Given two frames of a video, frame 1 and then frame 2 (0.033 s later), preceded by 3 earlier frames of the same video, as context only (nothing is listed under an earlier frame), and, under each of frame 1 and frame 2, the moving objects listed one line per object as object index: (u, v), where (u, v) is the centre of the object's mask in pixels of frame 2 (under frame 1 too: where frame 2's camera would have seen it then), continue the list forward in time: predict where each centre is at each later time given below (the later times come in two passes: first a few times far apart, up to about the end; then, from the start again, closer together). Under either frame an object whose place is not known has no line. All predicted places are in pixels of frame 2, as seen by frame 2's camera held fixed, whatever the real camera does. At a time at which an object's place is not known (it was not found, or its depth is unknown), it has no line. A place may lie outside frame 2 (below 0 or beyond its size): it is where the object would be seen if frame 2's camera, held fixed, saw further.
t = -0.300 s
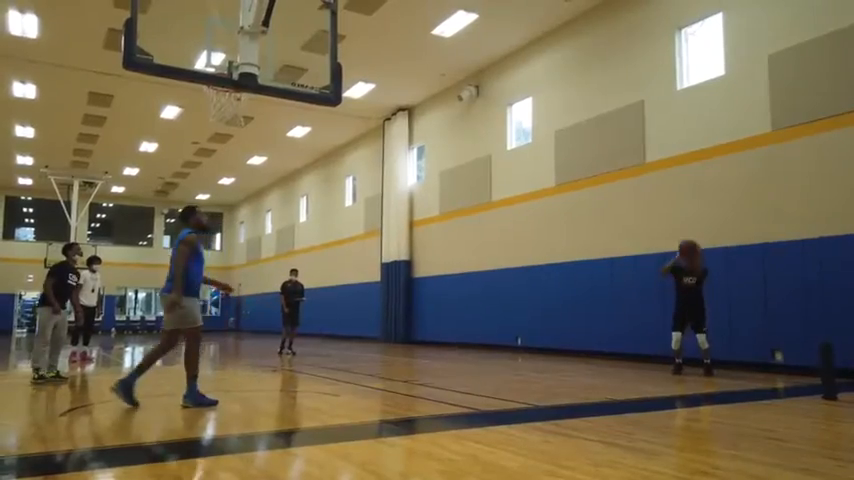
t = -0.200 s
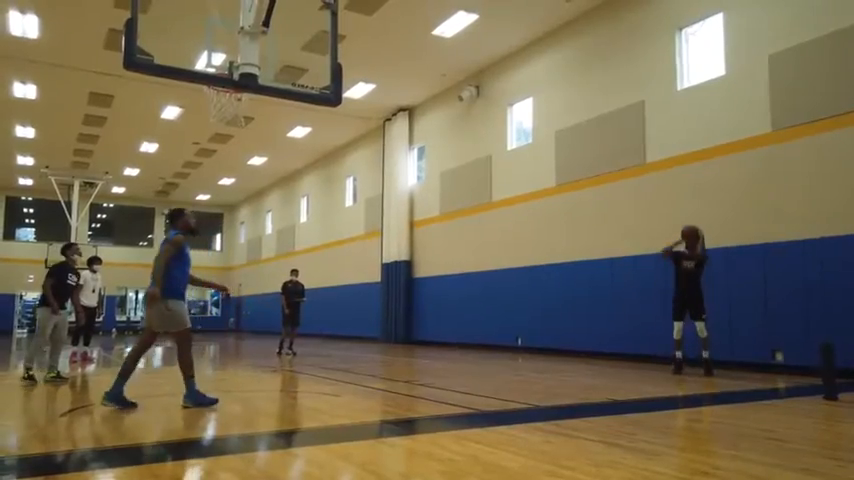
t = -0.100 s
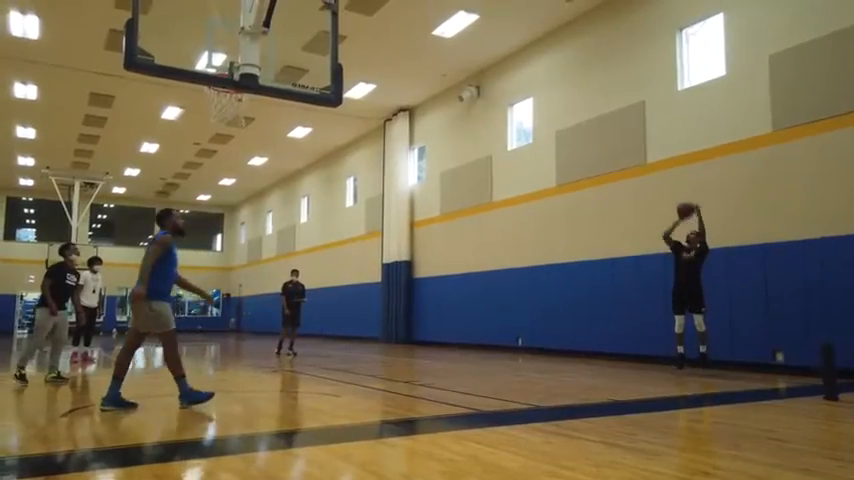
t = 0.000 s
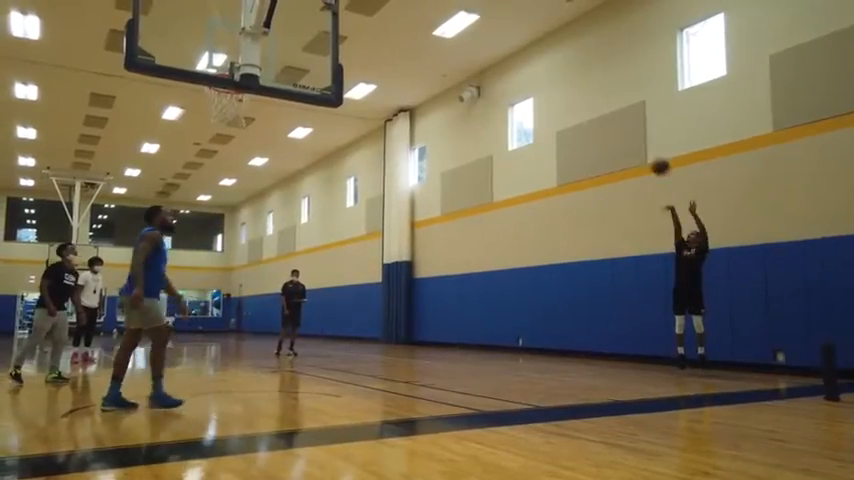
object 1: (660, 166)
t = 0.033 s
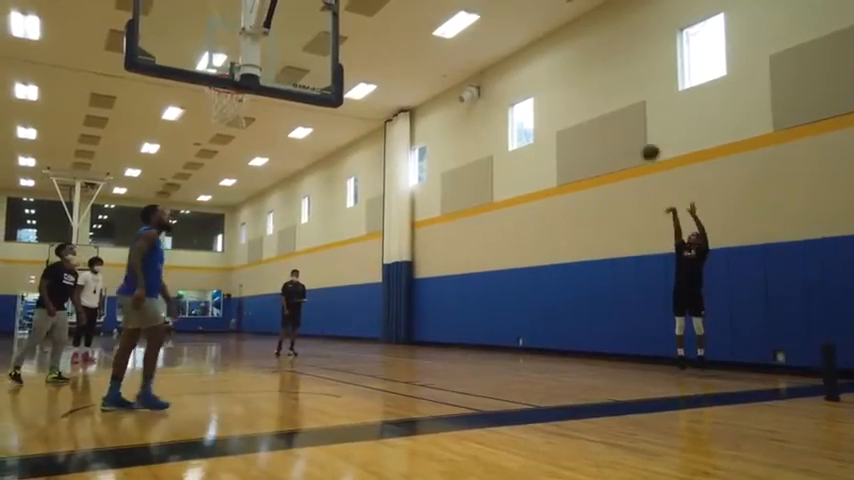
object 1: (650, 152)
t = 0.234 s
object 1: (588, 79)
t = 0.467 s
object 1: (511, 23)
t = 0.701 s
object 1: (424, 4)
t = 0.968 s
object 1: (307, 32)
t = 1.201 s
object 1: (207, 101)
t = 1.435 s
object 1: (217, 133)
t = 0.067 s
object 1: (640, 139)
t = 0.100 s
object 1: (629, 125)
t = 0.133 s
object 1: (619, 113)
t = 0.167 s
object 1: (609, 101)
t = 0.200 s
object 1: (598, 90)
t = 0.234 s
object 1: (588, 79)
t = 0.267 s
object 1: (577, 69)
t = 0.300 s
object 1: (567, 60)
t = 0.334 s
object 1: (556, 51)
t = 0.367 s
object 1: (545, 43)
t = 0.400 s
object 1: (534, 36)
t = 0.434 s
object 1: (522, 29)
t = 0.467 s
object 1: (511, 23)
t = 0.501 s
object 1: (499, 17)
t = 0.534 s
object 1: (488, 13)
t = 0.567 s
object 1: (476, 8)
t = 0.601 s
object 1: (463, 6)
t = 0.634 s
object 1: (450, 5)
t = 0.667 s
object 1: (437, 4)
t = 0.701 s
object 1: (424, 4)
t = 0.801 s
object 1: (383, 6)
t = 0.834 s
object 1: (368, 9)
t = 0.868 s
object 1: (354, 13)
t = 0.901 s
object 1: (343, 19)
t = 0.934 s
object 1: (322, 24)
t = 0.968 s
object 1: (307, 32)
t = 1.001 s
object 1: (291, 40)
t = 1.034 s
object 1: (274, 52)
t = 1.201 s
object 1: (207, 101)
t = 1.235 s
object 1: (208, 102)
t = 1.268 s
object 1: (210, 104)
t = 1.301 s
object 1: (211, 108)
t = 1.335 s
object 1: (213, 112)
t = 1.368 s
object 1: (214, 118)
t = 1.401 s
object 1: (216, 125)
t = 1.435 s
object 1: (217, 133)
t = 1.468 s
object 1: (218, 142)
